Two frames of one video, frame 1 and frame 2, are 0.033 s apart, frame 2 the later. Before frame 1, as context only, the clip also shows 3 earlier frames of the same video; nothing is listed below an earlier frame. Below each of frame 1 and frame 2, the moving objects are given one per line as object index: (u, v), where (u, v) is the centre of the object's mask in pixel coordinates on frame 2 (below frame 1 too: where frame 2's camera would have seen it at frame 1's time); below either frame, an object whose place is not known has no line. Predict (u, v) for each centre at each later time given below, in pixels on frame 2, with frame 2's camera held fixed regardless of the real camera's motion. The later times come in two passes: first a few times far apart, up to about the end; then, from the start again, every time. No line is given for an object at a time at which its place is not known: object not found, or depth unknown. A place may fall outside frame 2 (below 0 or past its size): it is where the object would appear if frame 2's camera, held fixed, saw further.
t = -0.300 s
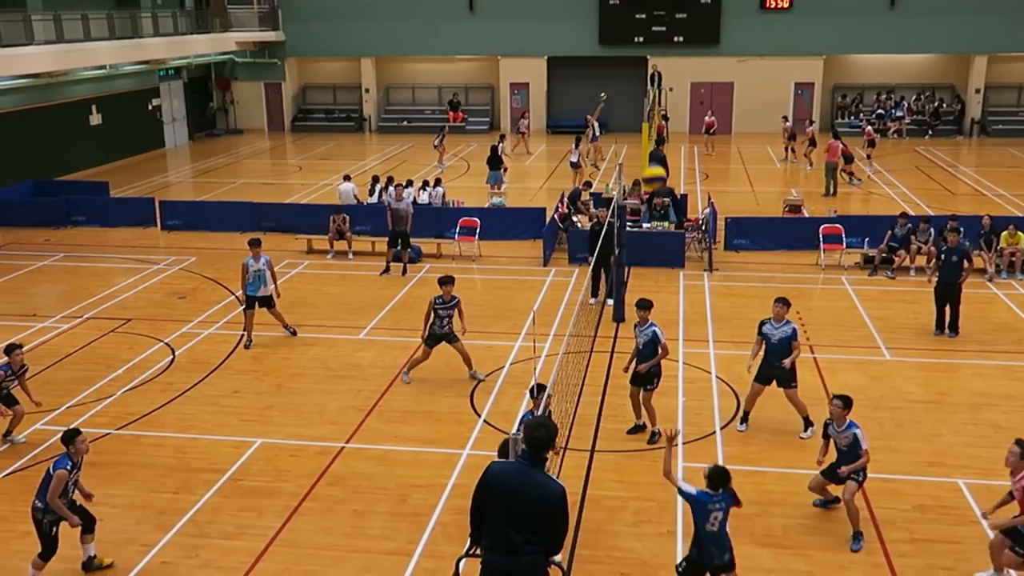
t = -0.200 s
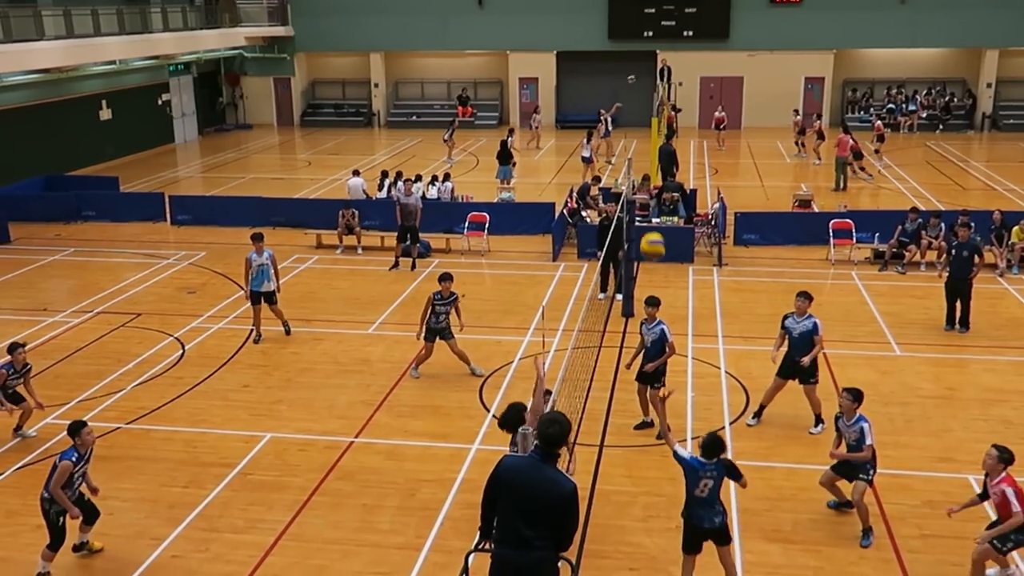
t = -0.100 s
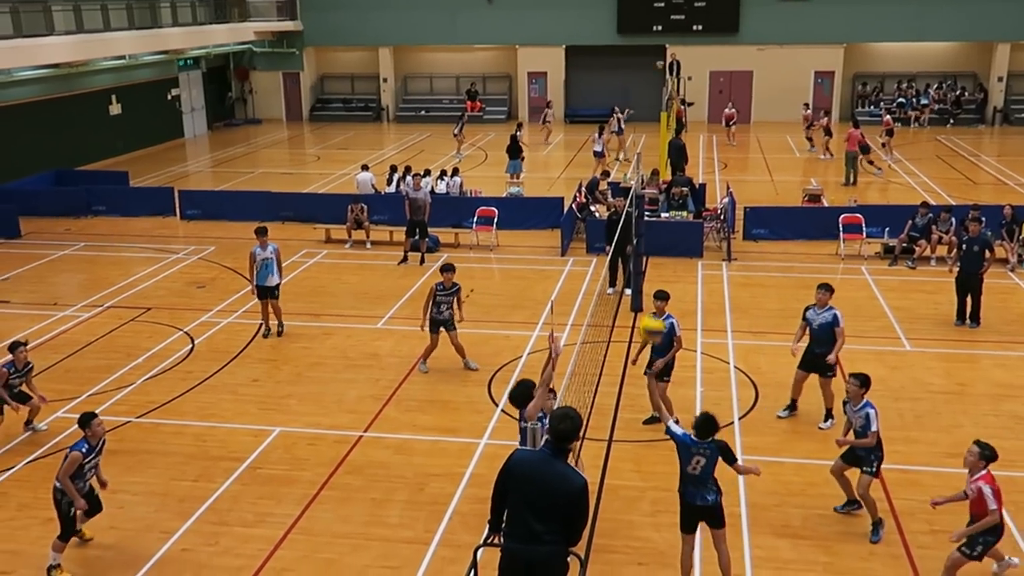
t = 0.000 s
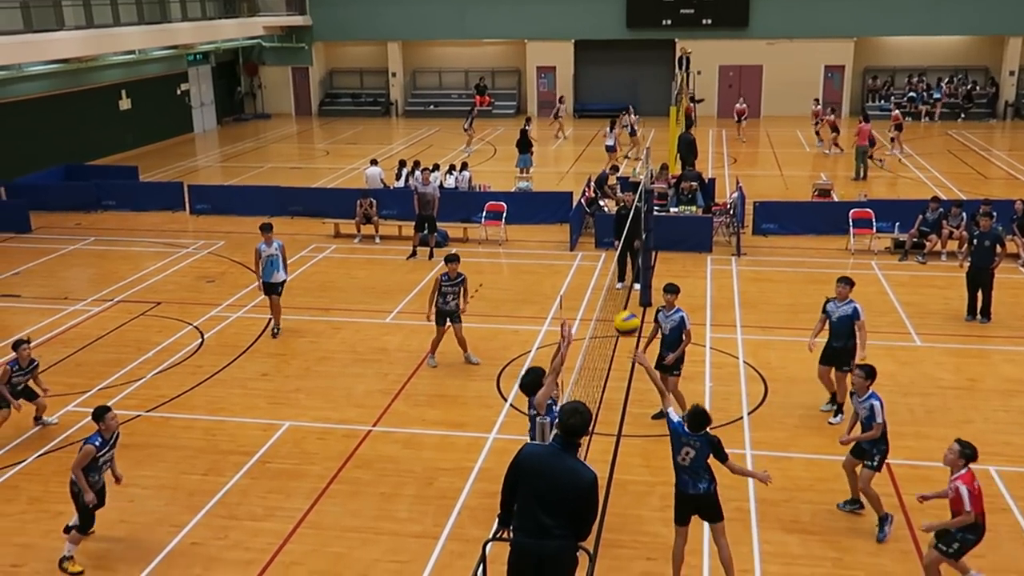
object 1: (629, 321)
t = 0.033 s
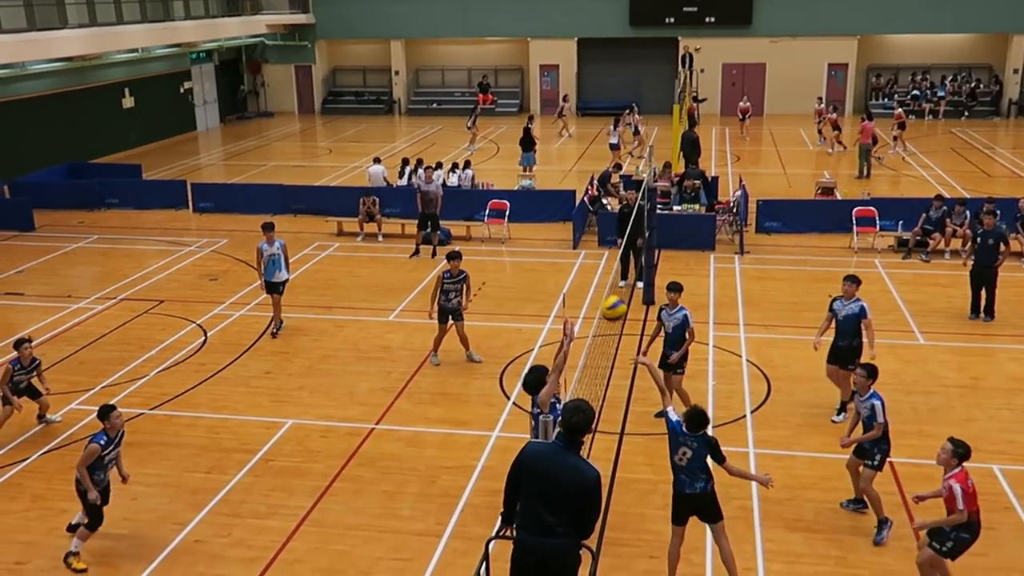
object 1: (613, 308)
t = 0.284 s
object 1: (500, 252)
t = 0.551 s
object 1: (398, 268)
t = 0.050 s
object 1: (606, 302)
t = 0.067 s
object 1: (598, 297)
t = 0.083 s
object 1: (590, 291)
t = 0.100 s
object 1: (582, 286)
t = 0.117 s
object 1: (574, 281)
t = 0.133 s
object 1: (566, 277)
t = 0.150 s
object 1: (558, 272)
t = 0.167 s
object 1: (550, 269)
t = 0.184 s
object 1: (543, 266)
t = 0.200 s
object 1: (535, 262)
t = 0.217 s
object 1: (528, 260)
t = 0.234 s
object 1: (521, 257)
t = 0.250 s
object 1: (514, 255)
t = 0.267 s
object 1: (507, 253)
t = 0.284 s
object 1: (500, 252)
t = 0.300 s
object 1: (492, 251)
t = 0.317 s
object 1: (485, 251)
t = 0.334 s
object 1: (479, 250)
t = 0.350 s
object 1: (472, 248)
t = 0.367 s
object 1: (465, 249)
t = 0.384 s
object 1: (458, 250)
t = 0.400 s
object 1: (452, 250)
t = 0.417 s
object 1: (446, 251)
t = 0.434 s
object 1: (440, 252)
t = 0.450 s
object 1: (434, 253)
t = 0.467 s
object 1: (427, 255)
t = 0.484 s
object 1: (421, 257)
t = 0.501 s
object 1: (415, 260)
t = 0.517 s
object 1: (409, 262)
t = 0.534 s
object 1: (404, 265)
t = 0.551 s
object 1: (398, 268)
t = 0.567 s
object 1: (392, 272)
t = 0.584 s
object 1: (386, 276)
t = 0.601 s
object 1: (381, 280)
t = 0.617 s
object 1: (375, 284)
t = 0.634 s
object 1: (370, 287)
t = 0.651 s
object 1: (365, 292)
